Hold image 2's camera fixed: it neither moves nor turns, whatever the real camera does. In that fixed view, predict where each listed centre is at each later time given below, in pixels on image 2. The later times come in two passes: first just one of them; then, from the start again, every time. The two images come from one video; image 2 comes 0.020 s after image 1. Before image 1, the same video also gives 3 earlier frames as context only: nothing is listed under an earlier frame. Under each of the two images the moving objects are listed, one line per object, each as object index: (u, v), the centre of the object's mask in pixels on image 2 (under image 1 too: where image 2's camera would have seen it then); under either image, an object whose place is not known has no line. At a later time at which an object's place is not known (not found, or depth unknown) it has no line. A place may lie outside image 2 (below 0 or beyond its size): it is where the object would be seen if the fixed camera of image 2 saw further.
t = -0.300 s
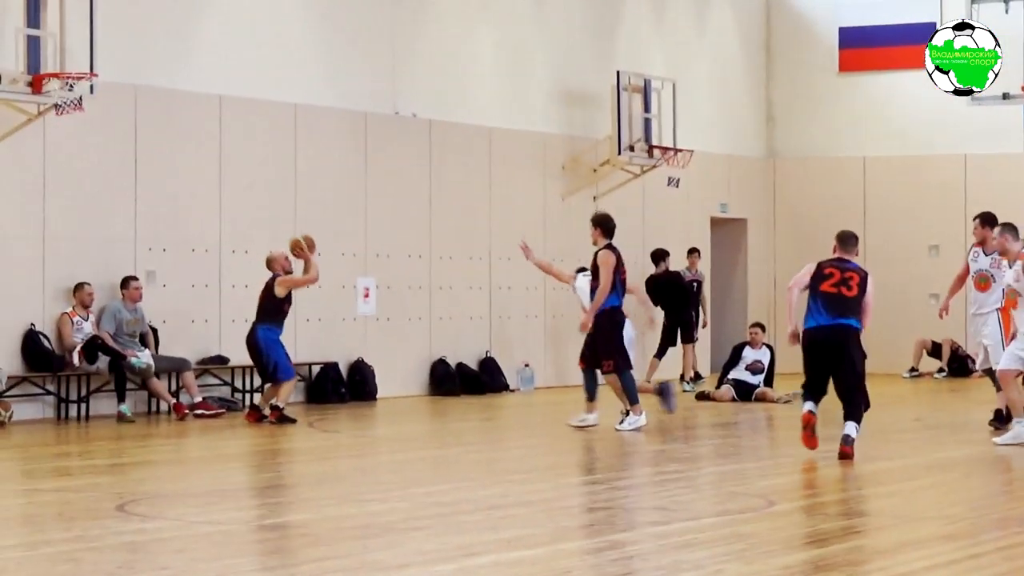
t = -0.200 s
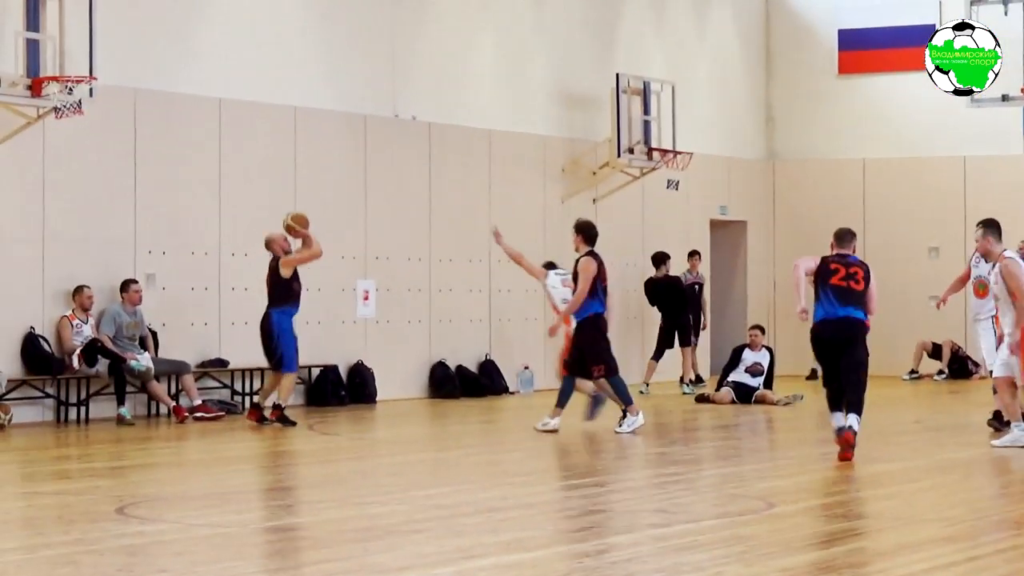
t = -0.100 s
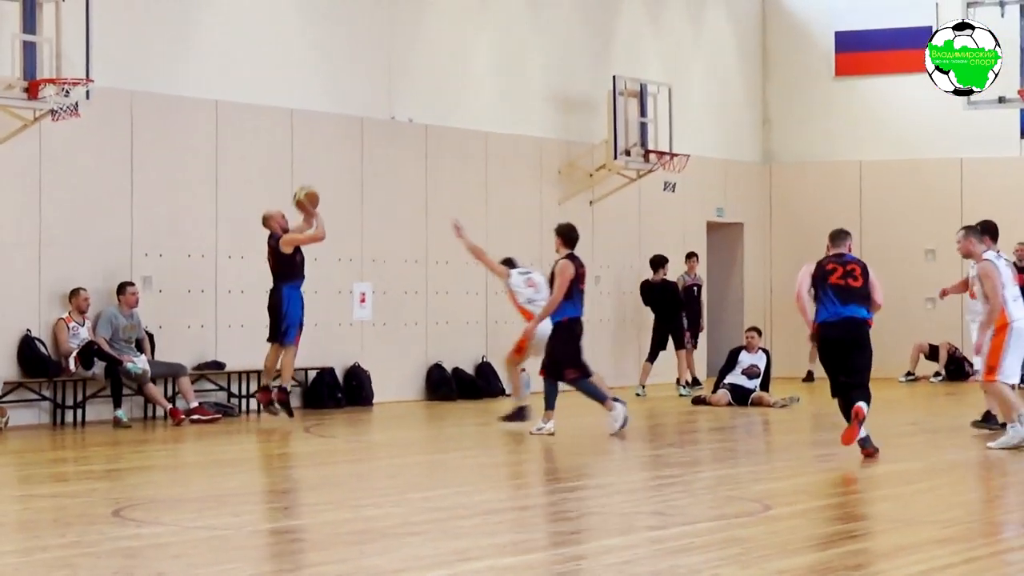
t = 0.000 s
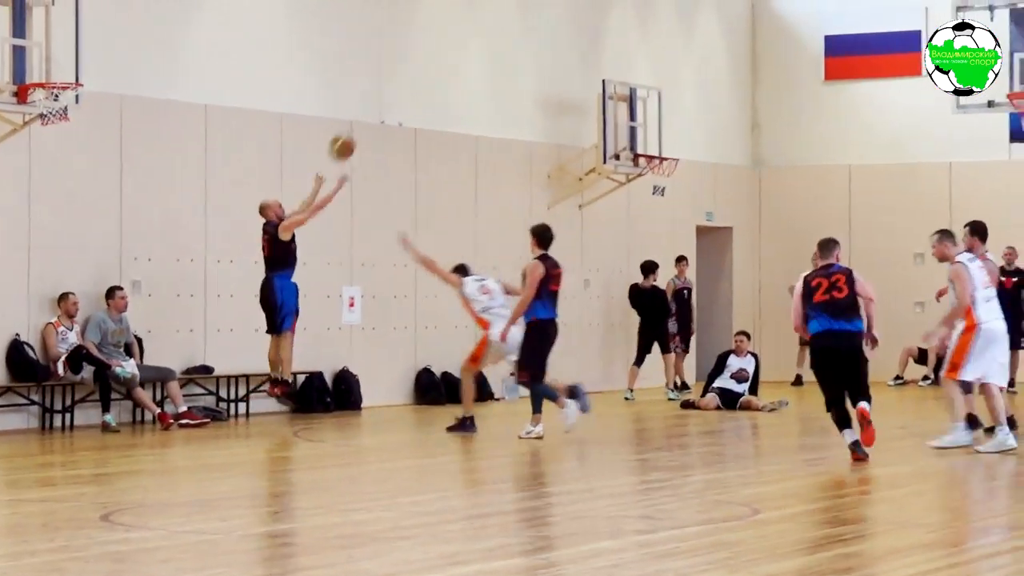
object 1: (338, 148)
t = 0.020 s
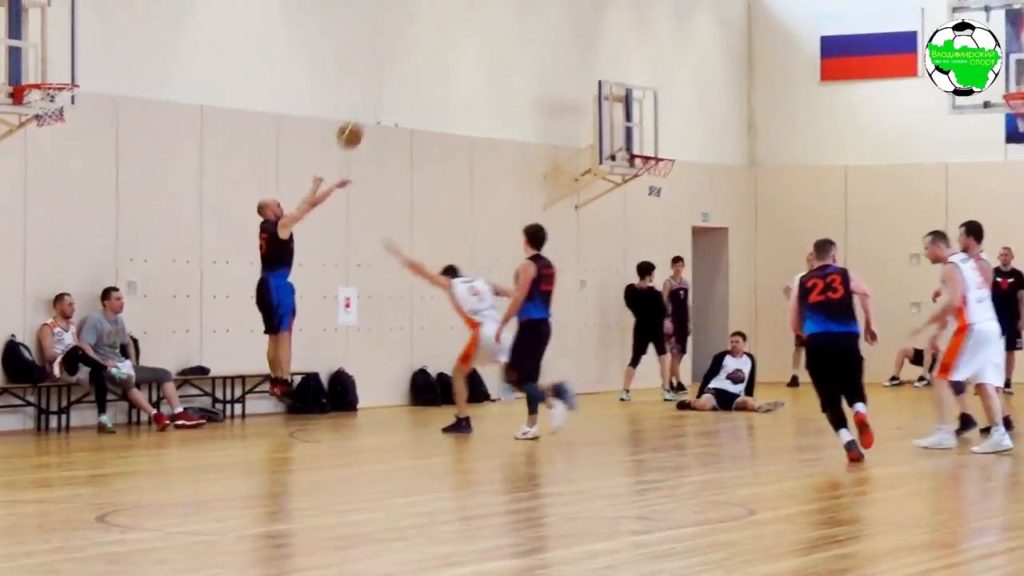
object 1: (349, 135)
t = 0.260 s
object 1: (491, 15)
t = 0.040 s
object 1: (362, 123)
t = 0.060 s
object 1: (374, 111)
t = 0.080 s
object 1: (385, 99)
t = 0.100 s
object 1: (397, 88)
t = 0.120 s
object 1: (408, 78)
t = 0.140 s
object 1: (421, 67)
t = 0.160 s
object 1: (432, 57)
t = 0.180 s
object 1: (444, 48)
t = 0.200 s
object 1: (456, 39)
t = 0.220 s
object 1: (468, 31)
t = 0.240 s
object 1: (480, 23)
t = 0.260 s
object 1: (491, 15)
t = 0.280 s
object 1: (503, 8)
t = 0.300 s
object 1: (514, 2)
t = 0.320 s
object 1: (525, -3)
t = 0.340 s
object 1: (536, -6)
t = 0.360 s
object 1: (548, -9)
